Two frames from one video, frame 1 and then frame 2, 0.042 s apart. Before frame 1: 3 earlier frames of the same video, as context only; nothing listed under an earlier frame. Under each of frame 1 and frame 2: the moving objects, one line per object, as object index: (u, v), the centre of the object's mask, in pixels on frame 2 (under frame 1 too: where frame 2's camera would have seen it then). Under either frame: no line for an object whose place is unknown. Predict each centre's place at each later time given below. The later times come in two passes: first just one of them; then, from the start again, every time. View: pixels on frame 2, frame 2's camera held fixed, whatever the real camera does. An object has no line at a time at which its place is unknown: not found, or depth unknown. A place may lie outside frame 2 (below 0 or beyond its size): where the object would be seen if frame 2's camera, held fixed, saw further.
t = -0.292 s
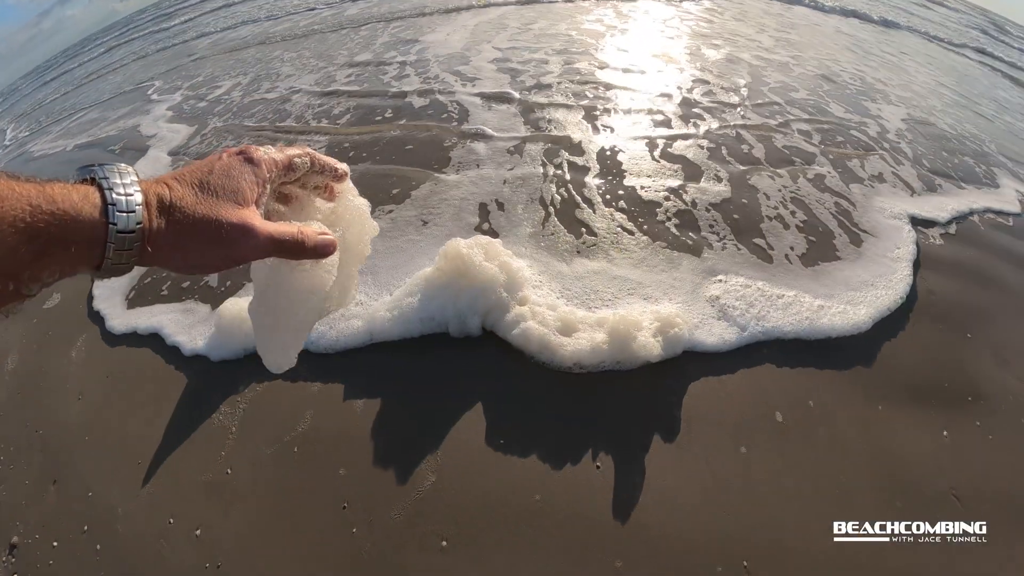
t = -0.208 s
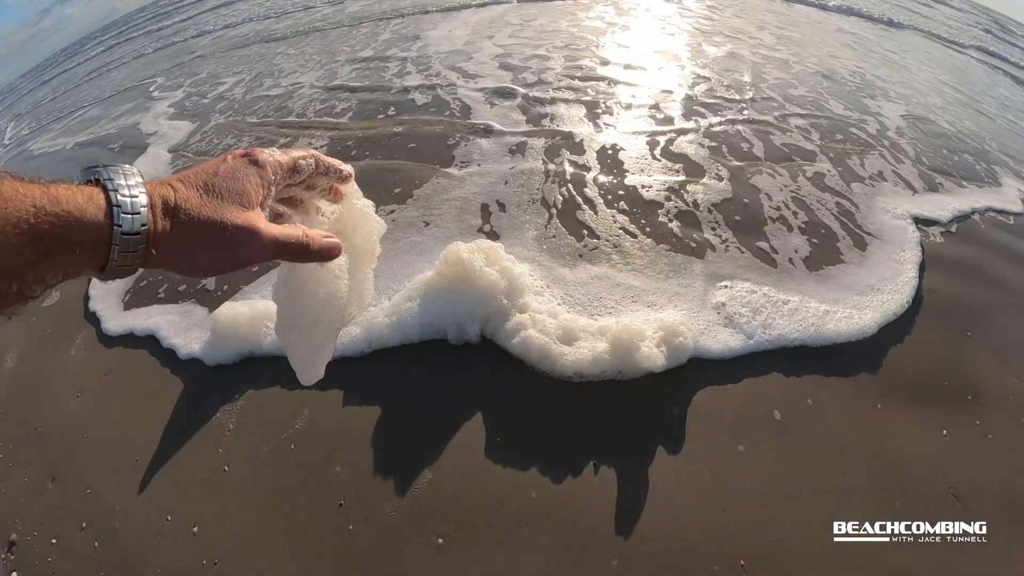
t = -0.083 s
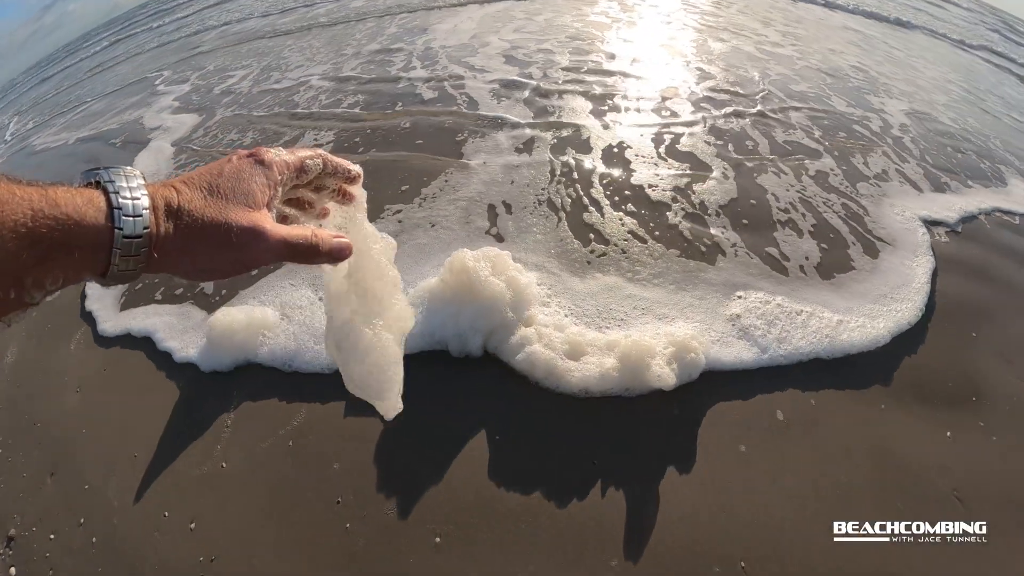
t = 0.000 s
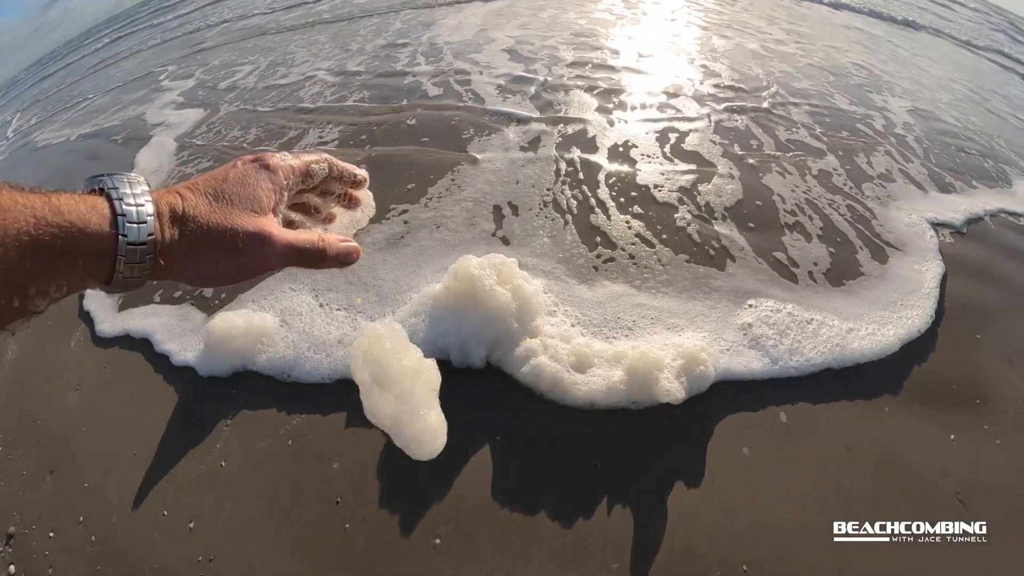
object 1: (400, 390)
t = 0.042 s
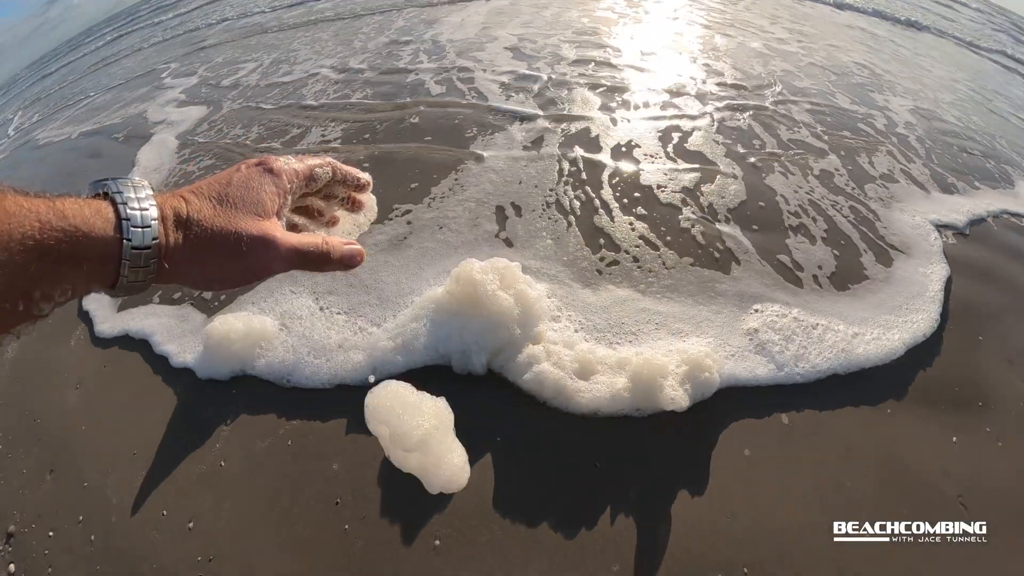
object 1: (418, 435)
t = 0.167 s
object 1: (469, 546)
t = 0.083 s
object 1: (436, 478)
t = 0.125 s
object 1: (454, 516)
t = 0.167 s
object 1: (469, 546)
